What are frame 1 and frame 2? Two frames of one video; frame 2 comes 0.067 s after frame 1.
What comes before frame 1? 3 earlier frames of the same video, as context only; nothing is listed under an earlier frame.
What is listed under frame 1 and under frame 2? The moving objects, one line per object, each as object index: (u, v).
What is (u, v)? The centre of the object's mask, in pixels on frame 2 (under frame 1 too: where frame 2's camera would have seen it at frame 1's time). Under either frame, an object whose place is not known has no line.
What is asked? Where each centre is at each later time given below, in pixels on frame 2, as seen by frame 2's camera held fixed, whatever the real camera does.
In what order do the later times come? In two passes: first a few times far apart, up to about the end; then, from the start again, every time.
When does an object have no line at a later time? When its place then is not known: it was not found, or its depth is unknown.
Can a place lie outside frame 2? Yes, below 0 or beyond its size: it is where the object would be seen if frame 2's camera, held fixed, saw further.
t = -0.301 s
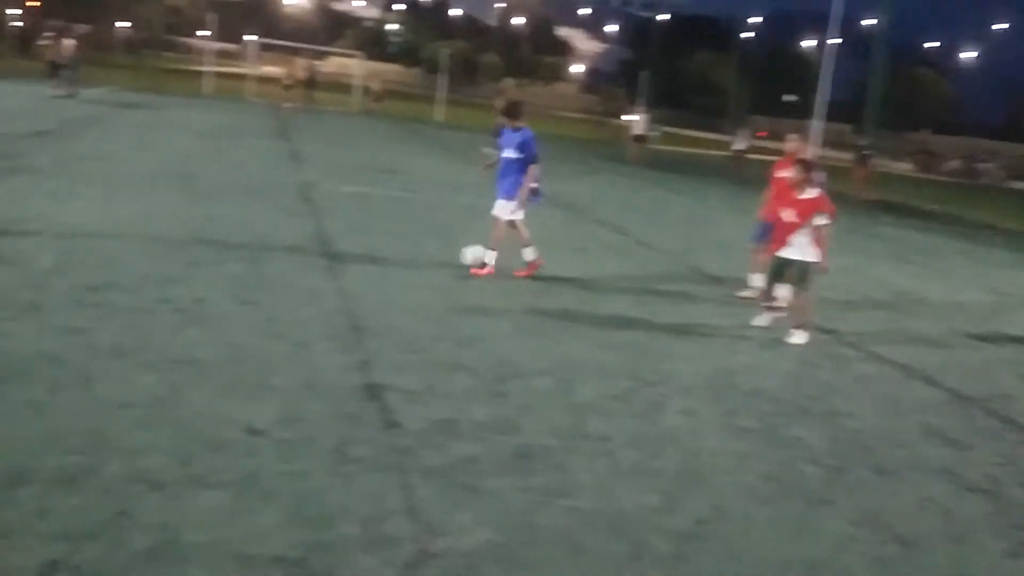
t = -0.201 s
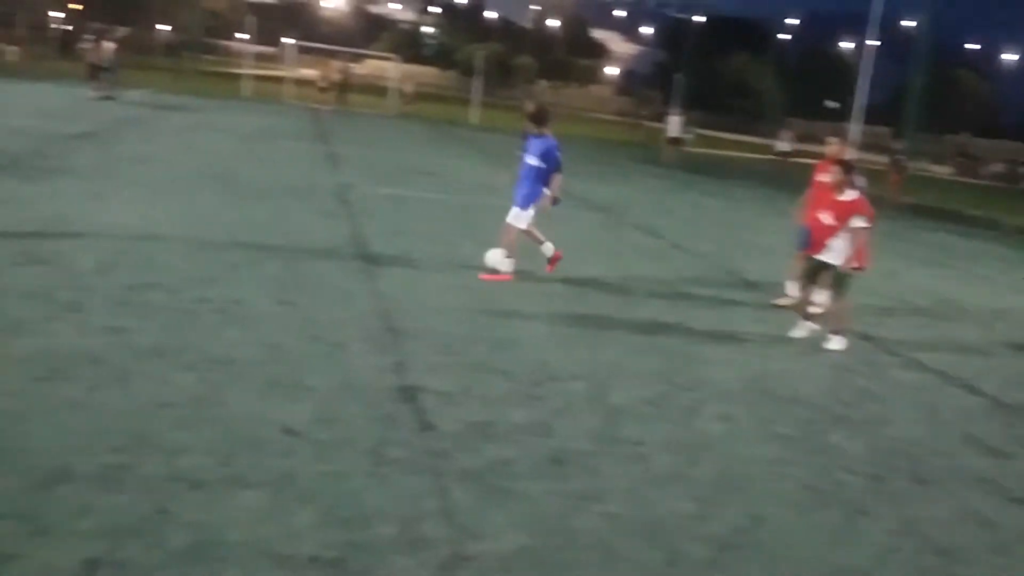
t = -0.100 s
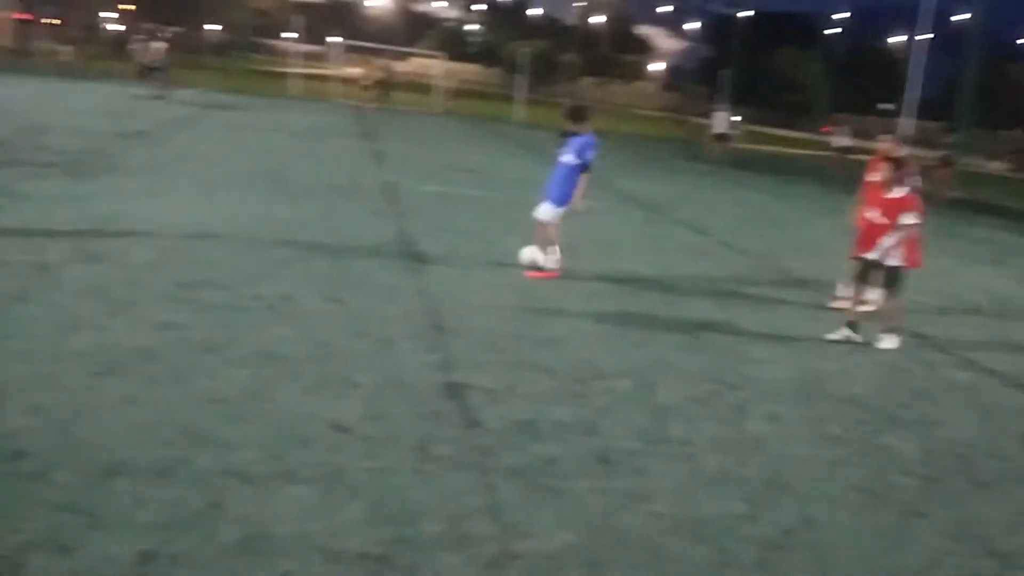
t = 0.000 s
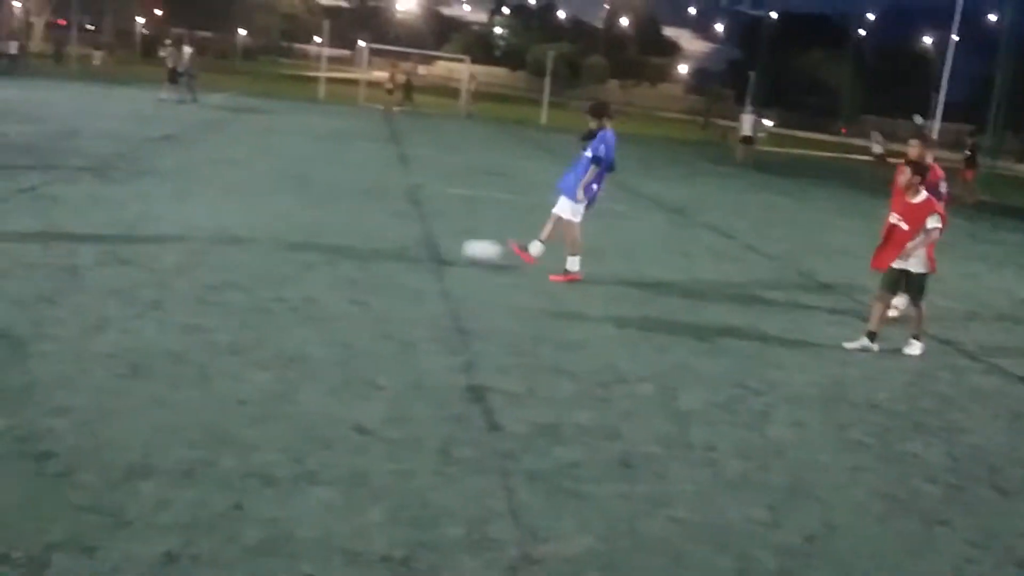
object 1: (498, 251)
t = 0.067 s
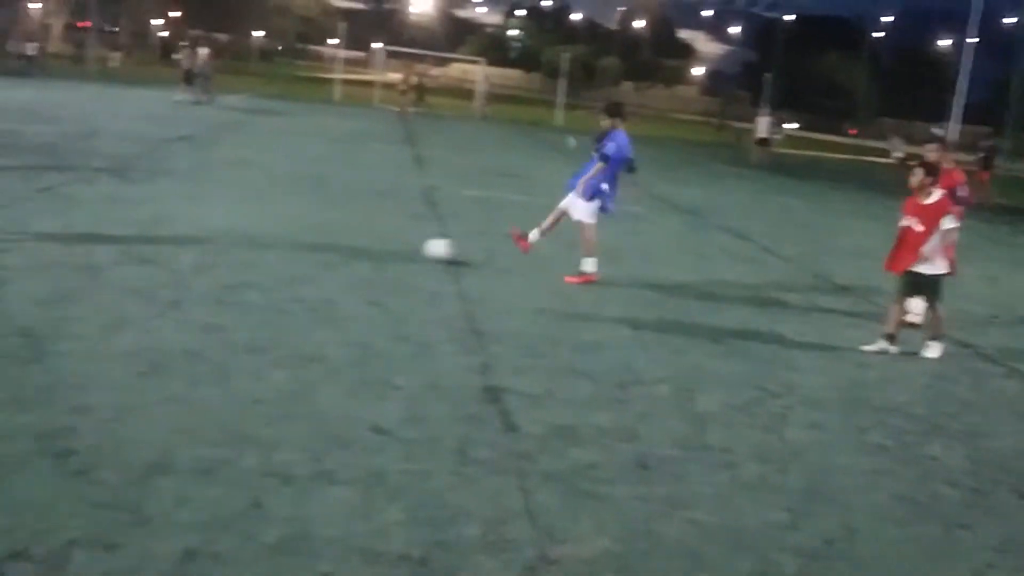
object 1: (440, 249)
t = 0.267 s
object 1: (289, 237)
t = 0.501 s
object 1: (143, 224)
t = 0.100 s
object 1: (411, 247)
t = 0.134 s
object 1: (387, 246)
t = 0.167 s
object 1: (363, 243)
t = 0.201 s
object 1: (337, 242)
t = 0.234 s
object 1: (312, 241)
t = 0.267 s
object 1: (289, 237)
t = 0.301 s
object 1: (267, 234)
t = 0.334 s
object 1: (245, 232)
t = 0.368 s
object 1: (224, 230)
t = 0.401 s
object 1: (203, 229)
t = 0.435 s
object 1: (182, 227)
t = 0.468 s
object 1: (164, 225)
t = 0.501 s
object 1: (143, 224)
